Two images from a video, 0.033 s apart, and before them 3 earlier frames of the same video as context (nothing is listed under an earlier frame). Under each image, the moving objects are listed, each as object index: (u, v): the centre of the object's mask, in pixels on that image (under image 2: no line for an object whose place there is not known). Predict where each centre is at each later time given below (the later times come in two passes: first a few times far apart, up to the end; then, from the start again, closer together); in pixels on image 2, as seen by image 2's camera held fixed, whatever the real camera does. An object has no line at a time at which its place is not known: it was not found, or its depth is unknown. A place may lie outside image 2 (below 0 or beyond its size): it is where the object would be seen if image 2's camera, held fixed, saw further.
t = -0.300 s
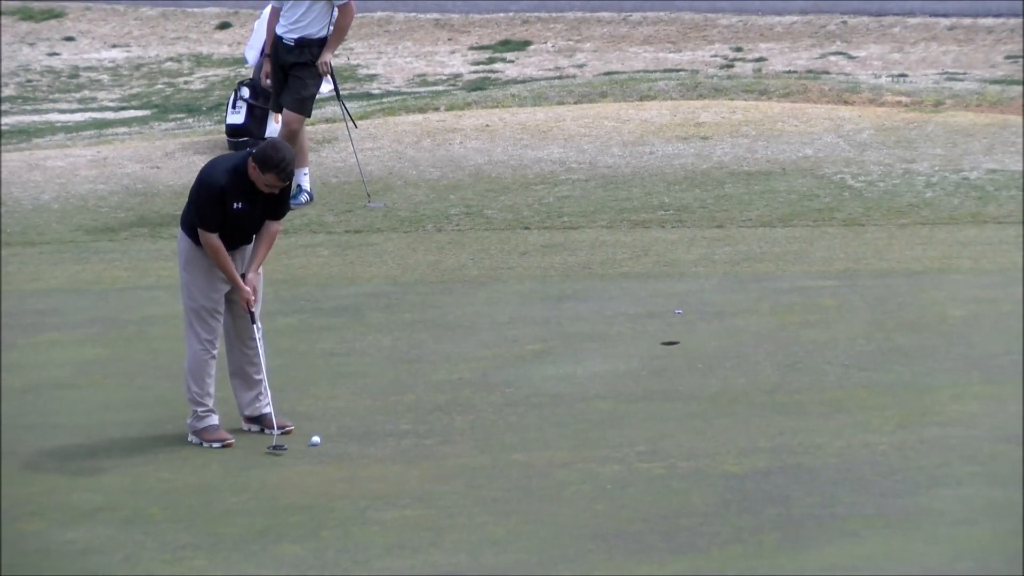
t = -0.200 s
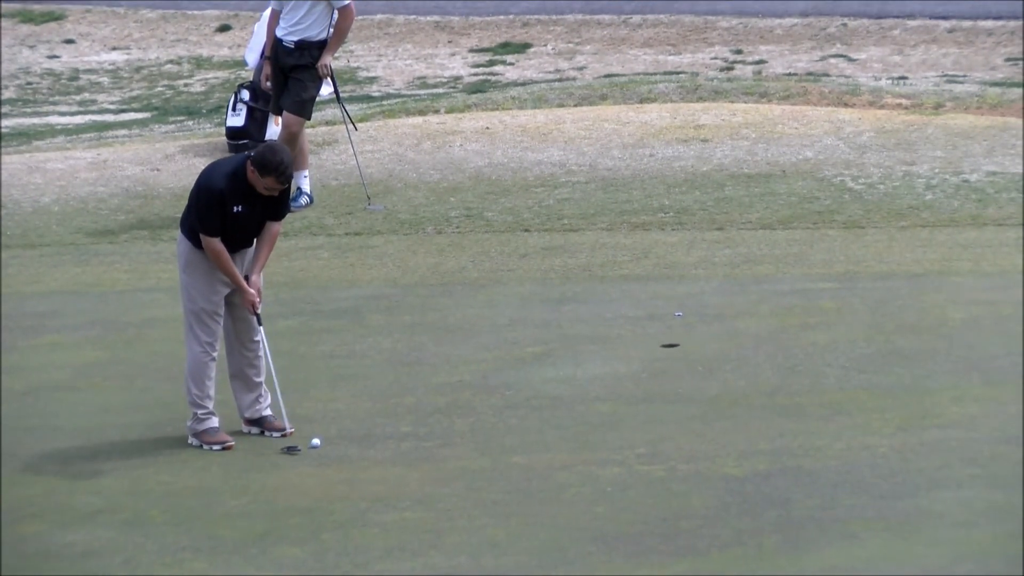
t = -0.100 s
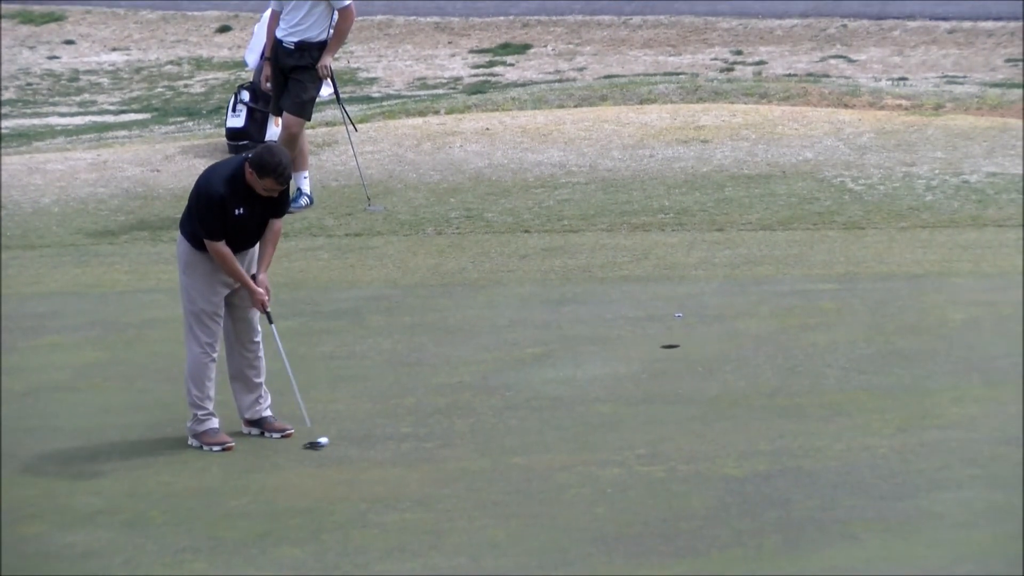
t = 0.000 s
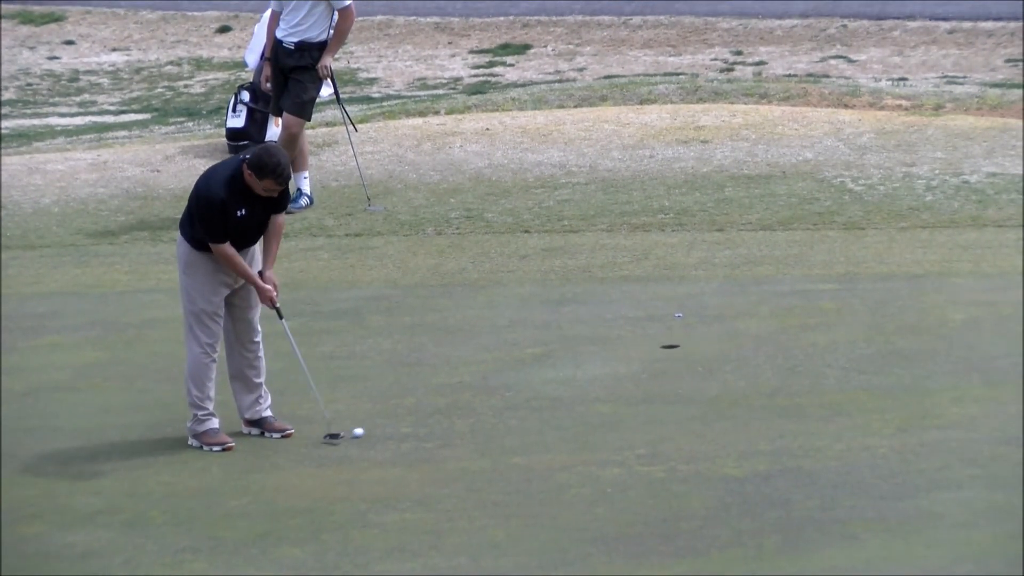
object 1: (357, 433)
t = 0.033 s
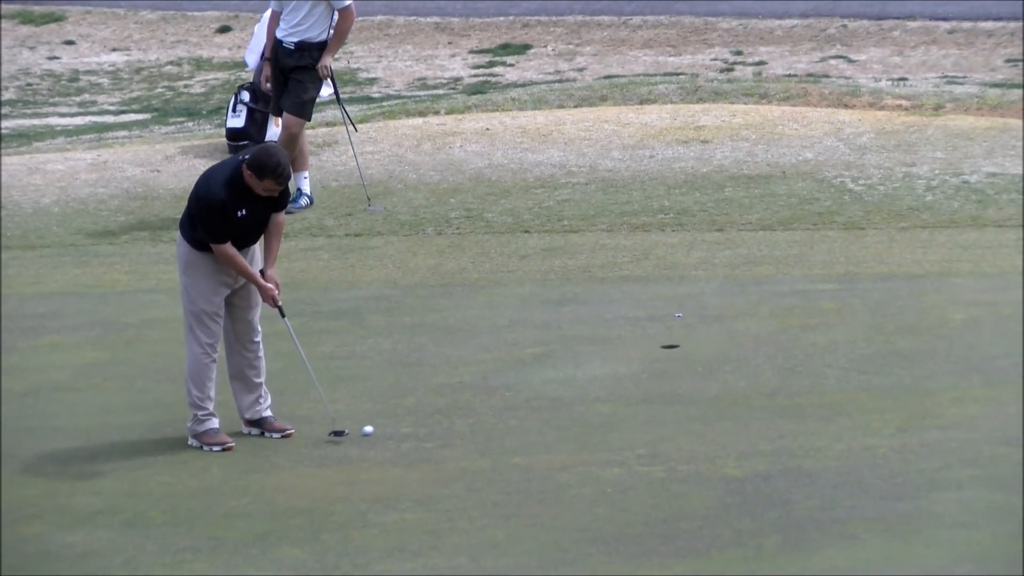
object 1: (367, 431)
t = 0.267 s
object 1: (427, 415)
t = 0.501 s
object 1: (479, 401)
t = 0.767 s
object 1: (529, 387)
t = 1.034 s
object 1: (571, 375)
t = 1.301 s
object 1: (605, 365)
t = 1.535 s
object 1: (629, 357)
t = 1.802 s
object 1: (648, 351)
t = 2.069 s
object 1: (661, 345)
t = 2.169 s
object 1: (665, 347)
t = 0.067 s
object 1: (376, 428)
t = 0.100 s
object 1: (385, 426)
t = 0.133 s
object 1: (394, 424)
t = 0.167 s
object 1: (402, 421)
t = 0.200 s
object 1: (411, 419)
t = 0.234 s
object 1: (419, 417)
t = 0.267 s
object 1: (427, 415)
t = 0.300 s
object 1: (435, 413)
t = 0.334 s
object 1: (443, 411)
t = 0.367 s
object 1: (450, 409)
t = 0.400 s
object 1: (457, 407)
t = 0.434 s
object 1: (465, 405)
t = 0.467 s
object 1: (472, 403)
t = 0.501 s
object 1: (479, 401)
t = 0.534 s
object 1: (486, 399)
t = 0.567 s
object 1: (493, 397)
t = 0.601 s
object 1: (499, 395)
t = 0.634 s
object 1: (505, 394)
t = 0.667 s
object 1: (512, 392)
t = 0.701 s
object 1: (518, 390)
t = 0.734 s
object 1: (524, 389)
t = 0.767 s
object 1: (529, 387)
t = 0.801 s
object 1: (535, 385)
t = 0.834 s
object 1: (540, 384)
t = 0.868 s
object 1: (546, 382)
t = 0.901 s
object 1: (552, 381)
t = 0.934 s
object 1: (556, 379)
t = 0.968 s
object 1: (561, 378)
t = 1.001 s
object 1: (566, 376)
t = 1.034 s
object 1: (571, 375)
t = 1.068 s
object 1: (576, 373)
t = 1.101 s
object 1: (580, 372)
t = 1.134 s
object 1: (585, 371)
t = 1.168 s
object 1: (589, 370)
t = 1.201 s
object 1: (593, 369)
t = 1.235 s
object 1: (597, 367)
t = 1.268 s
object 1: (601, 366)
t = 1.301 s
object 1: (605, 365)
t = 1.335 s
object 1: (608, 364)
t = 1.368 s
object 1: (612, 363)
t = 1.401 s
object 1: (616, 361)
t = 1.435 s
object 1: (619, 360)
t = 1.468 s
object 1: (623, 359)
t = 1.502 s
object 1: (626, 359)
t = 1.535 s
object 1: (629, 357)
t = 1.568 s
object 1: (632, 357)
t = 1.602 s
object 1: (635, 356)
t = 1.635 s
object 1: (637, 355)
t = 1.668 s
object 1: (640, 354)
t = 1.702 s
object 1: (642, 353)
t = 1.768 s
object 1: (647, 351)
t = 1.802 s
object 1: (648, 351)
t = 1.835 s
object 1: (650, 350)
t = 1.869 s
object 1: (652, 349)
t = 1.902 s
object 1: (654, 348)
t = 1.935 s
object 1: (656, 347)
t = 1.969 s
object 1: (657, 347)
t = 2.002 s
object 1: (659, 346)
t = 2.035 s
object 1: (660, 346)
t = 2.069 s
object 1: (661, 345)
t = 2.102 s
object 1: (663, 345)
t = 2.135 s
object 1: (664, 346)
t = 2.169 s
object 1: (665, 347)
